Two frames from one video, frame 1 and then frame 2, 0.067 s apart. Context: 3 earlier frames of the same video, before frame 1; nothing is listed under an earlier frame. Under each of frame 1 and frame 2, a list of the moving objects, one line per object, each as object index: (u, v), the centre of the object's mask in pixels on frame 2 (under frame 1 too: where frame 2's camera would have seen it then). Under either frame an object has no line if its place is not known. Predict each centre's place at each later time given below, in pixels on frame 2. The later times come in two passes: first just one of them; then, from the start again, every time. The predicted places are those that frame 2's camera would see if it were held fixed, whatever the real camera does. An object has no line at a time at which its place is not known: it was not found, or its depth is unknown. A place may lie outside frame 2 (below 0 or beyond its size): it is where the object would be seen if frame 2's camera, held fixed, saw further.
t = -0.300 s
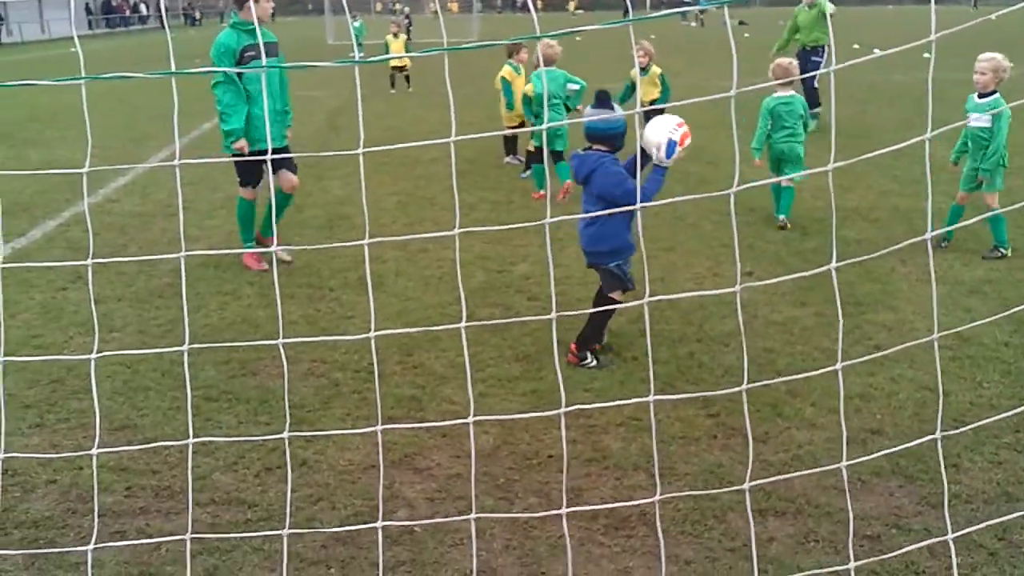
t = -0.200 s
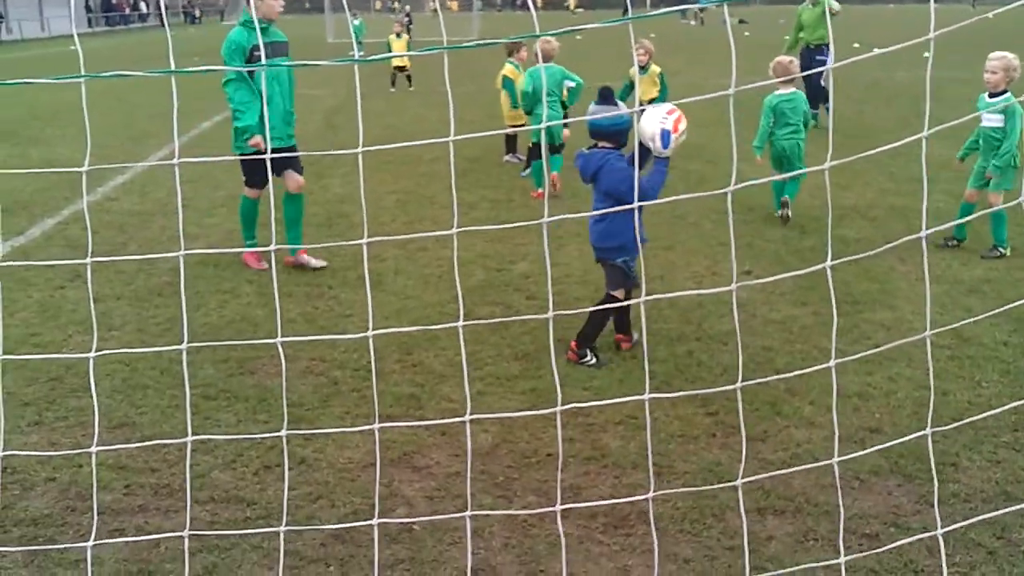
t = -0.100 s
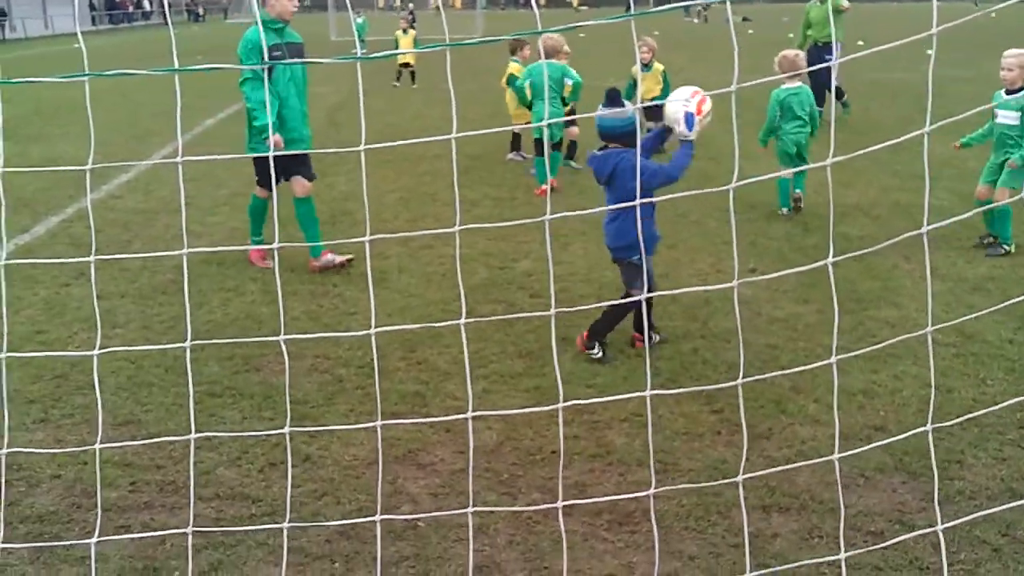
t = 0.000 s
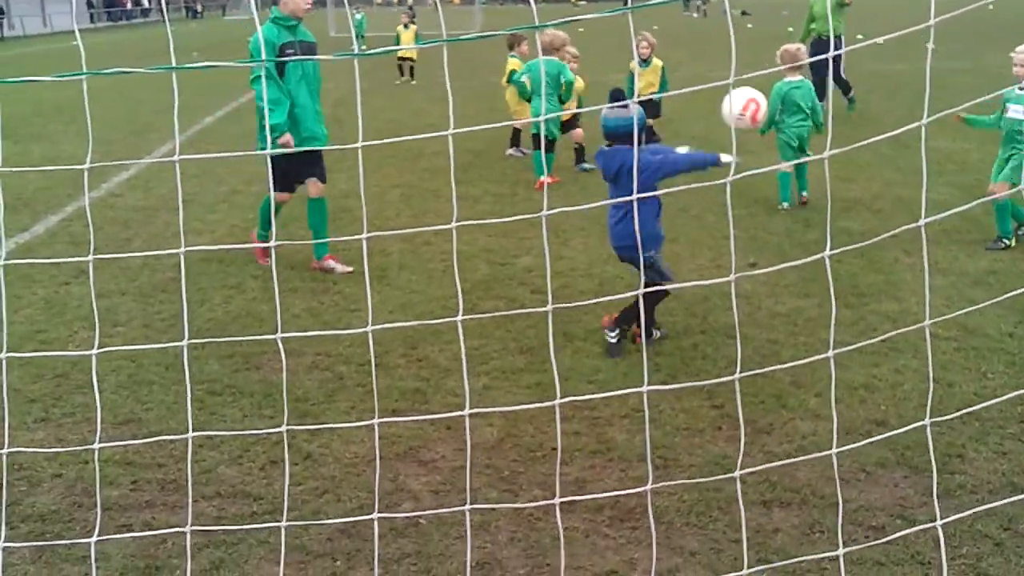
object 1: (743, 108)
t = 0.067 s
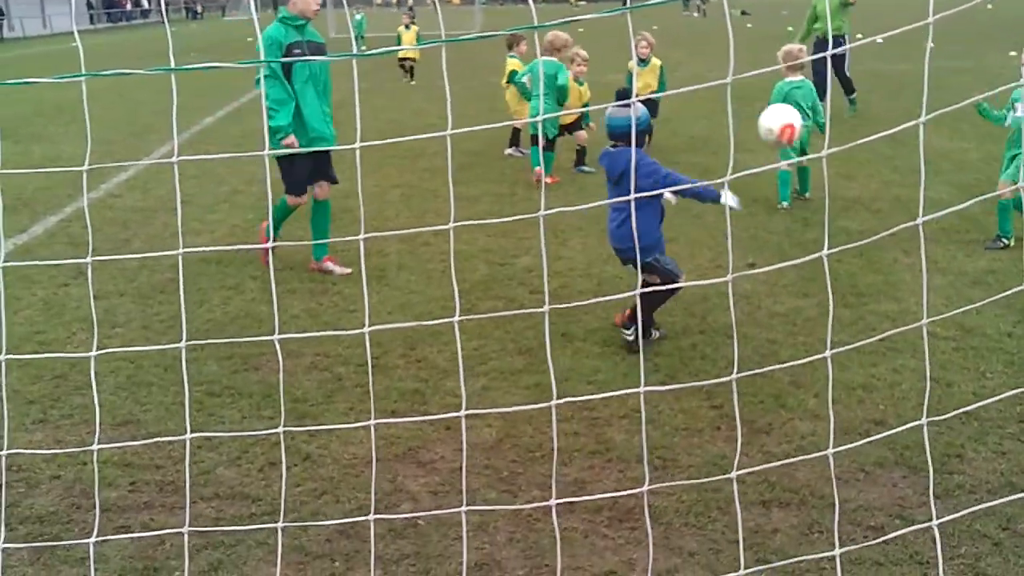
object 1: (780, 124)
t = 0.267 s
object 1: (871, 217)
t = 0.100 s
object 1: (796, 136)
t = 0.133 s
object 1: (814, 149)
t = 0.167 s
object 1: (829, 163)
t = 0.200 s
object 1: (844, 180)
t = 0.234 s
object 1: (858, 198)
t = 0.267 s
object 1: (871, 217)
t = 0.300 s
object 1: (885, 237)
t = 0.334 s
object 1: (896, 257)
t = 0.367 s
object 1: (904, 243)
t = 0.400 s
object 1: (913, 228)
